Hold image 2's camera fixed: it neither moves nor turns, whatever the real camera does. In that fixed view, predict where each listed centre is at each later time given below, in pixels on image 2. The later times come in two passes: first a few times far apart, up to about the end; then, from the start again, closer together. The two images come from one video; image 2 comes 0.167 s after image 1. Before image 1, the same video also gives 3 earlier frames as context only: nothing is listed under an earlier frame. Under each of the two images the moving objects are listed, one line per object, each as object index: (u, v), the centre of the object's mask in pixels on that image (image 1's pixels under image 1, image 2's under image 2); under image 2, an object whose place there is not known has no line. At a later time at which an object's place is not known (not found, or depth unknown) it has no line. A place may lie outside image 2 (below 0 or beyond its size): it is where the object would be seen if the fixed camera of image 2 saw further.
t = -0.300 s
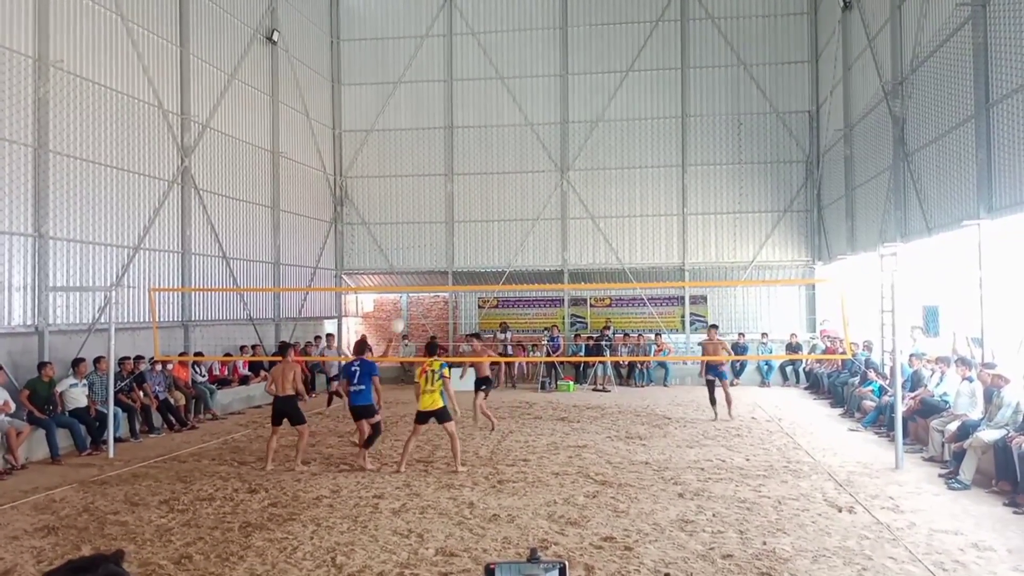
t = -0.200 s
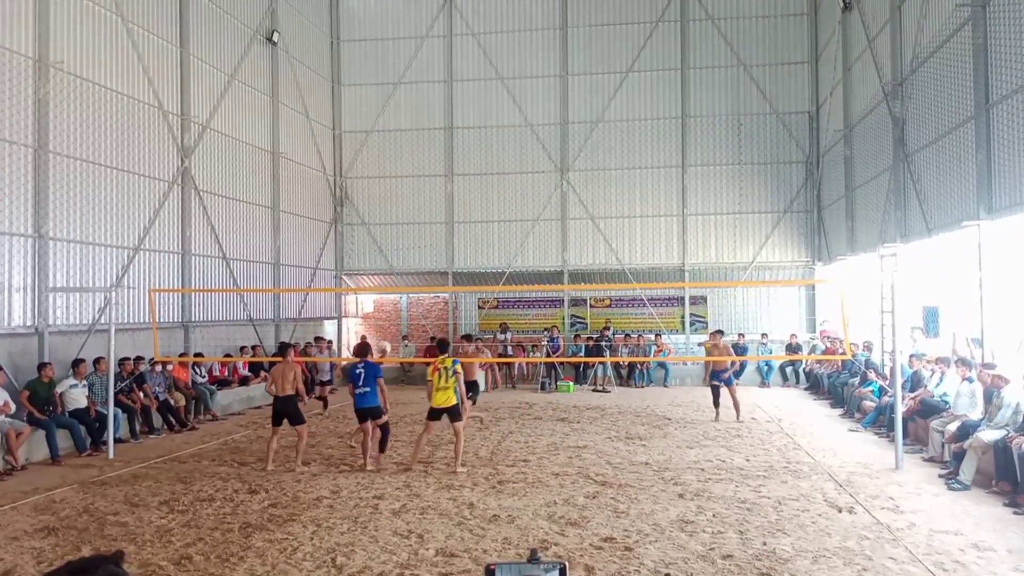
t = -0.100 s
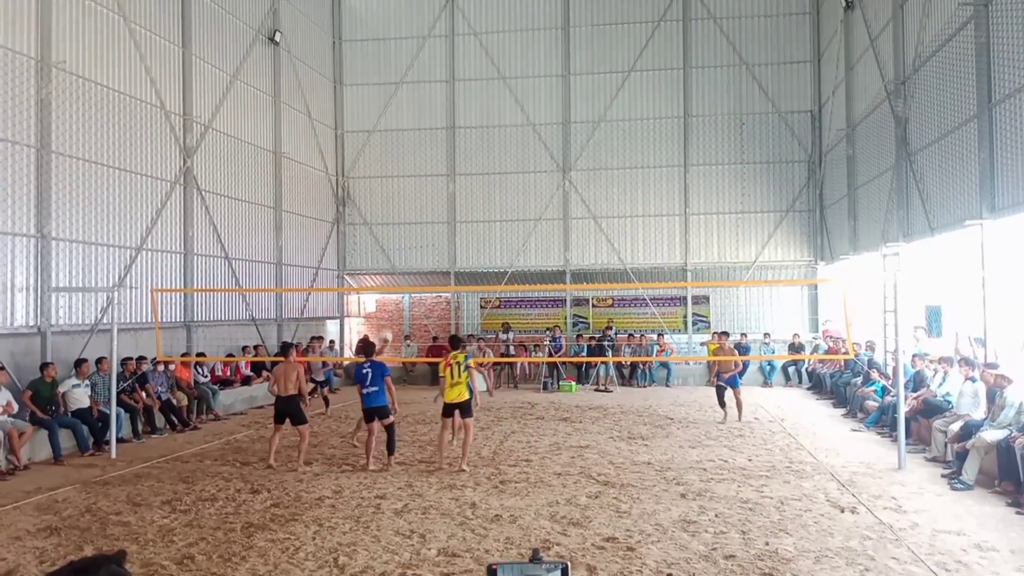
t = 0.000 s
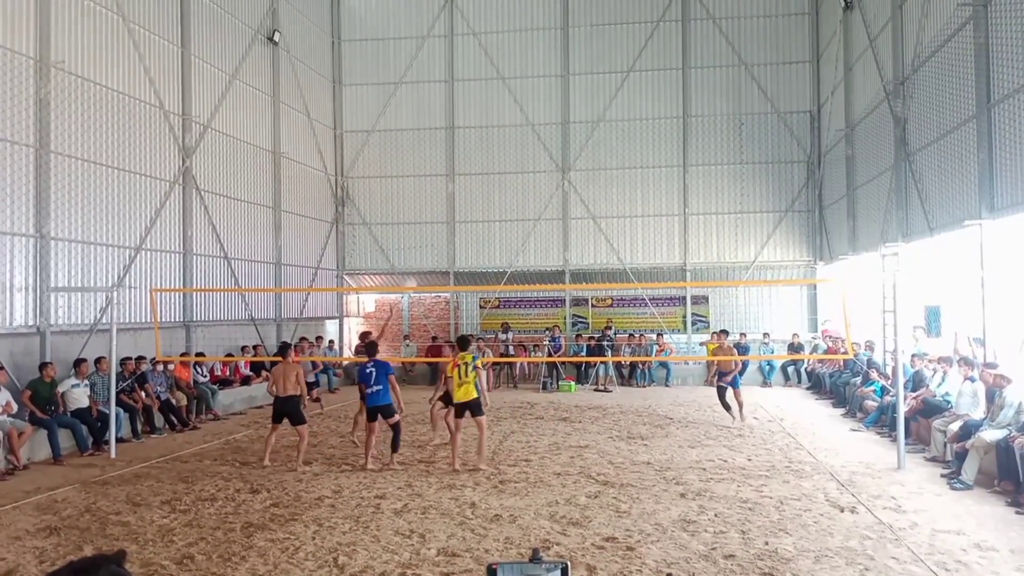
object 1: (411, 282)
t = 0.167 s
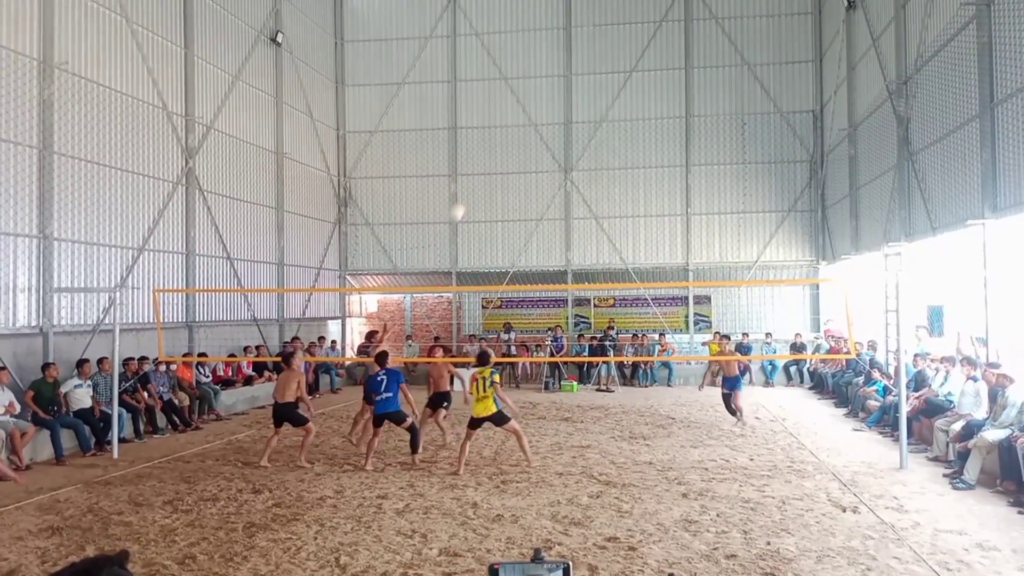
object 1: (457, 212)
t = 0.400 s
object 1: (520, 135)
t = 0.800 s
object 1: (626, 89)
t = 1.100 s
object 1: (705, 127)
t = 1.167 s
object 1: (723, 144)
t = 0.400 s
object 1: (520, 135)
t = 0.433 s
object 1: (529, 127)
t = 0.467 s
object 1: (538, 120)
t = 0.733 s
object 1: (607, 89)
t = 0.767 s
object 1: (616, 89)
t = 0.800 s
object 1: (626, 89)
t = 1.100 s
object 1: (705, 127)
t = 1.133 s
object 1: (714, 135)
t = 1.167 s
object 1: (723, 144)
